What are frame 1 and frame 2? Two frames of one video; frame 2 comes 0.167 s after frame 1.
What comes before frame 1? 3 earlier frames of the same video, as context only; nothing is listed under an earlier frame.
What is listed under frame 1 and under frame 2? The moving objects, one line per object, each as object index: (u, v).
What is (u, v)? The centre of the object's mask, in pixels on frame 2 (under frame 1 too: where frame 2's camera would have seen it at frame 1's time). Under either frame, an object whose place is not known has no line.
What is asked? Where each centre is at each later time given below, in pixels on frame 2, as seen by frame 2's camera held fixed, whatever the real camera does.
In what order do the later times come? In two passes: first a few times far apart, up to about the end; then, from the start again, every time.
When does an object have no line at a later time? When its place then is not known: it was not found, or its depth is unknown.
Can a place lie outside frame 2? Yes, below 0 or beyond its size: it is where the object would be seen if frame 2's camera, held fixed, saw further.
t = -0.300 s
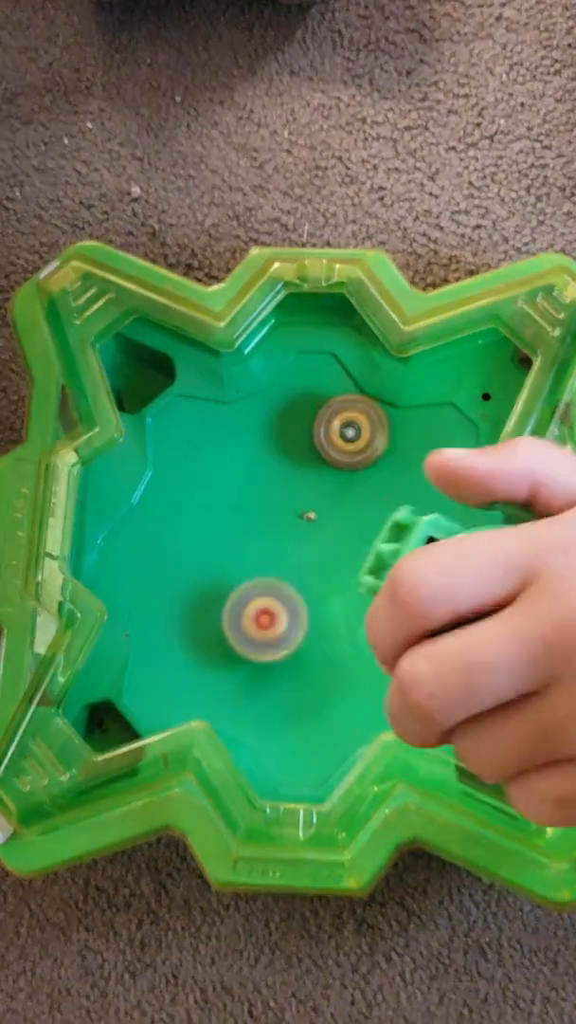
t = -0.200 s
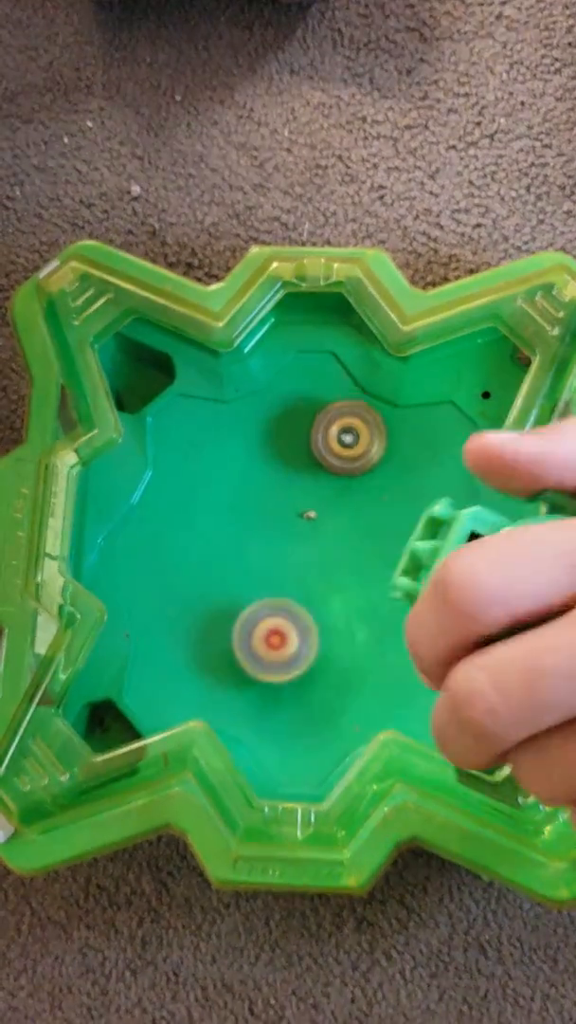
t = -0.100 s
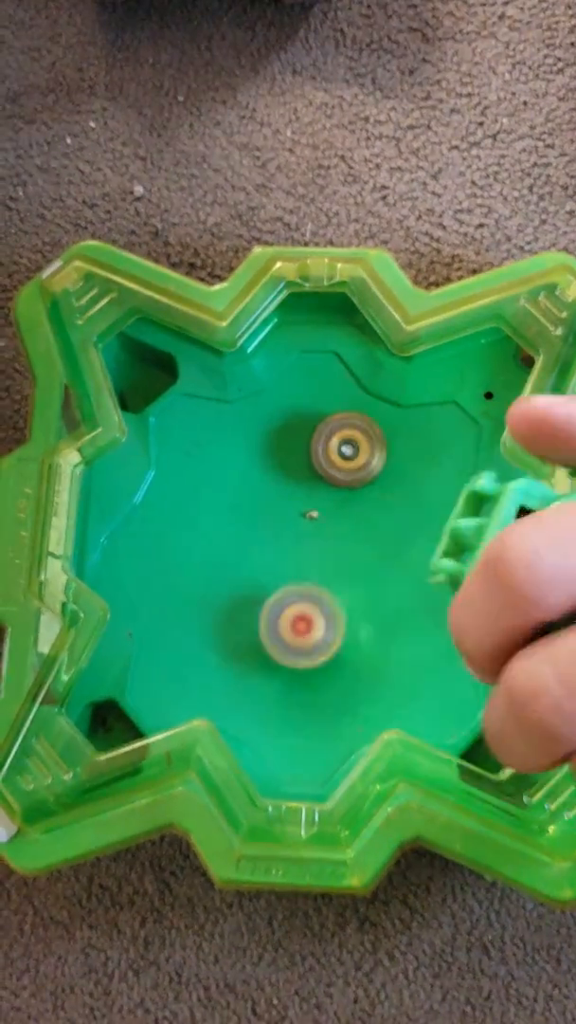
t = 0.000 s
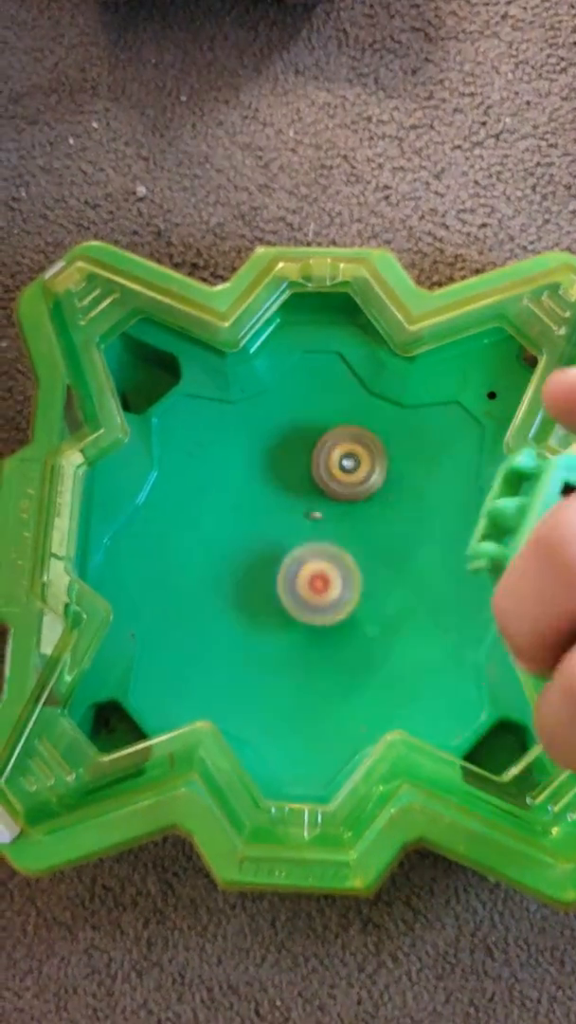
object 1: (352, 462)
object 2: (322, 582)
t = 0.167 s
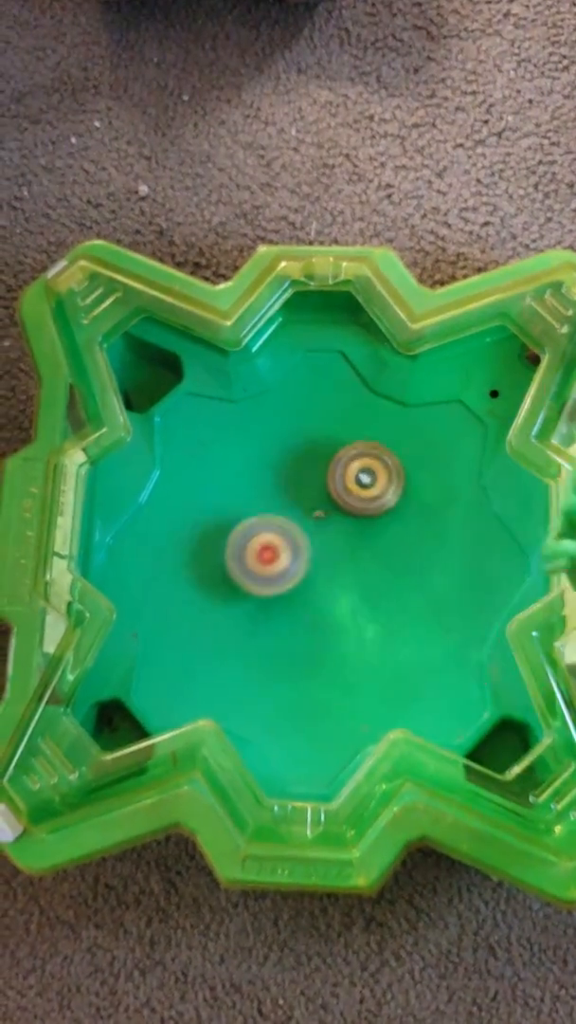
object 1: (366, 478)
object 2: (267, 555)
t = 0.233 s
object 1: (371, 488)
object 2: (241, 572)
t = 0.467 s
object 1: (388, 525)
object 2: (278, 617)
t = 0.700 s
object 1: (425, 548)
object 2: (275, 535)
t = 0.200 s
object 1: (368, 483)
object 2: (253, 562)
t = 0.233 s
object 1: (371, 488)
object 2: (241, 572)
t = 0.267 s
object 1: (373, 494)
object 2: (235, 584)
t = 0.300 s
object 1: (376, 499)
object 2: (234, 595)
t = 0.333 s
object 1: (379, 504)
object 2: (236, 606)
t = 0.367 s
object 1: (381, 509)
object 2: (242, 614)
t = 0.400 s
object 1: (383, 515)
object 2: (252, 620)
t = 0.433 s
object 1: (386, 520)
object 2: (264, 621)
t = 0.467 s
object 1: (388, 525)
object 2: (278, 617)
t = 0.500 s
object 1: (390, 530)
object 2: (292, 608)
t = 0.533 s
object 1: (392, 534)
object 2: (304, 595)
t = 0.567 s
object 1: (394, 539)
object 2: (313, 576)
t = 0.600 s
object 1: (406, 539)
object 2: (306, 560)
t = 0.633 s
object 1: (415, 541)
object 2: (296, 549)
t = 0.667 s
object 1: (420, 544)
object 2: (286, 540)
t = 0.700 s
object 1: (425, 548)
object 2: (275, 535)
